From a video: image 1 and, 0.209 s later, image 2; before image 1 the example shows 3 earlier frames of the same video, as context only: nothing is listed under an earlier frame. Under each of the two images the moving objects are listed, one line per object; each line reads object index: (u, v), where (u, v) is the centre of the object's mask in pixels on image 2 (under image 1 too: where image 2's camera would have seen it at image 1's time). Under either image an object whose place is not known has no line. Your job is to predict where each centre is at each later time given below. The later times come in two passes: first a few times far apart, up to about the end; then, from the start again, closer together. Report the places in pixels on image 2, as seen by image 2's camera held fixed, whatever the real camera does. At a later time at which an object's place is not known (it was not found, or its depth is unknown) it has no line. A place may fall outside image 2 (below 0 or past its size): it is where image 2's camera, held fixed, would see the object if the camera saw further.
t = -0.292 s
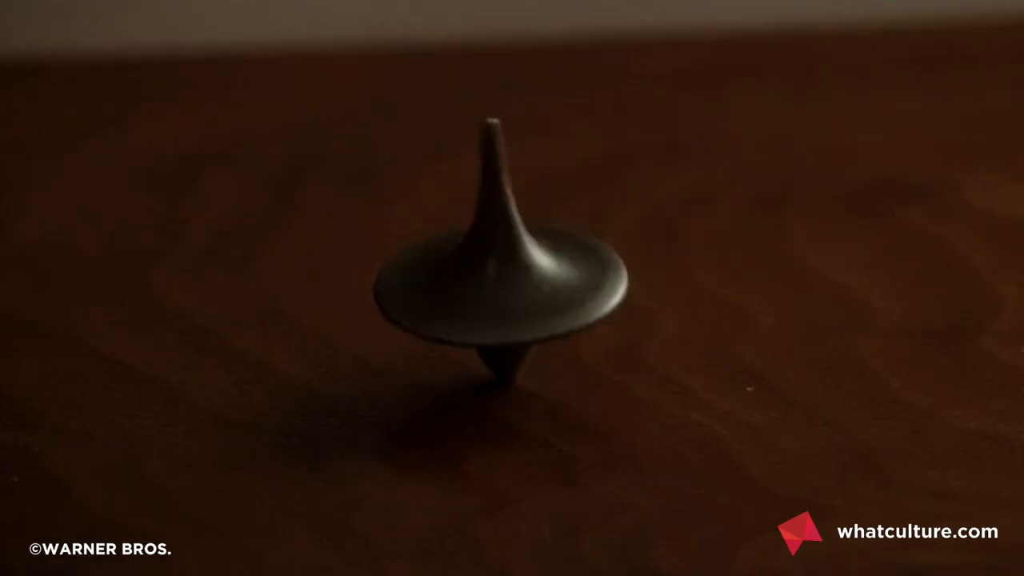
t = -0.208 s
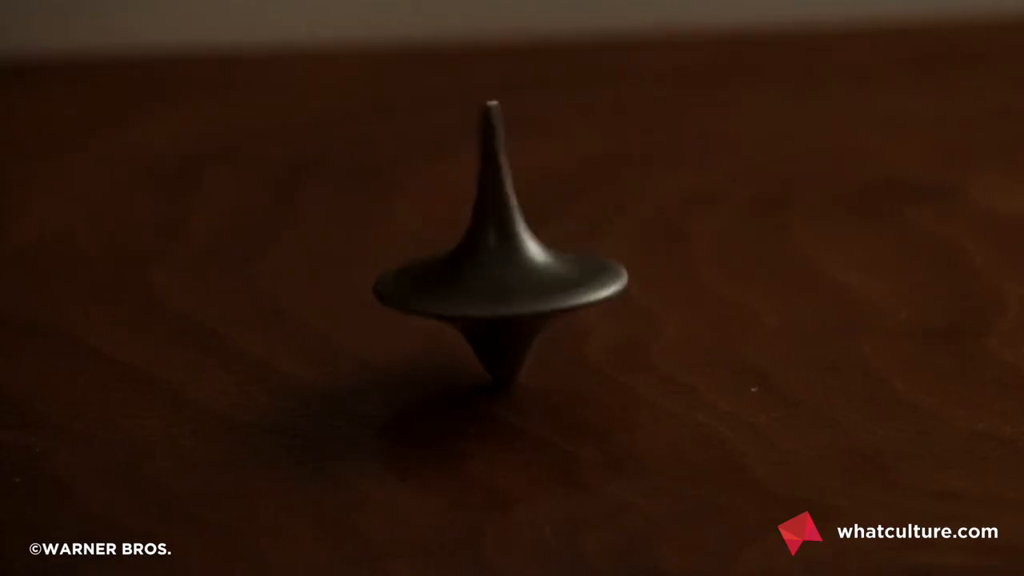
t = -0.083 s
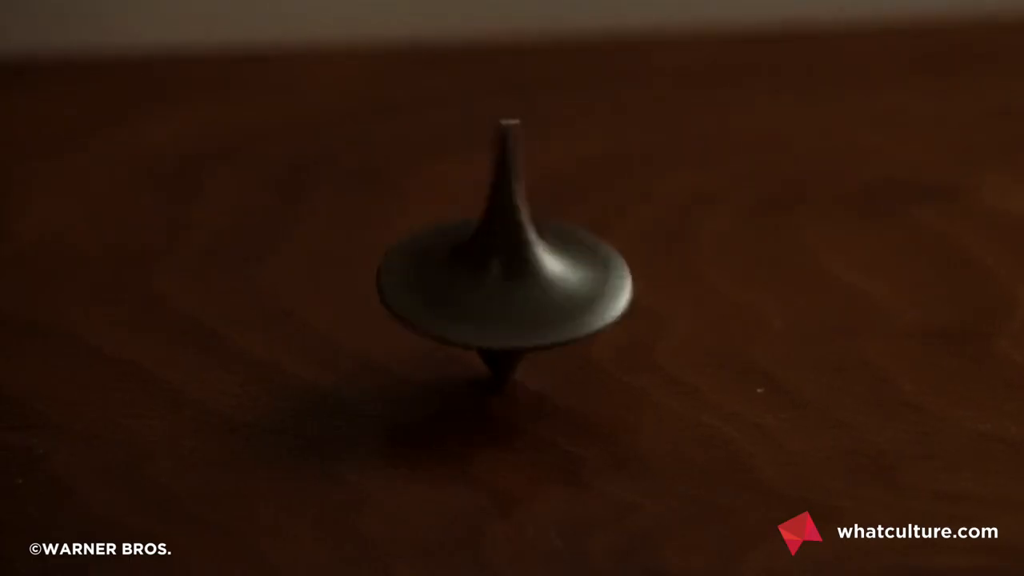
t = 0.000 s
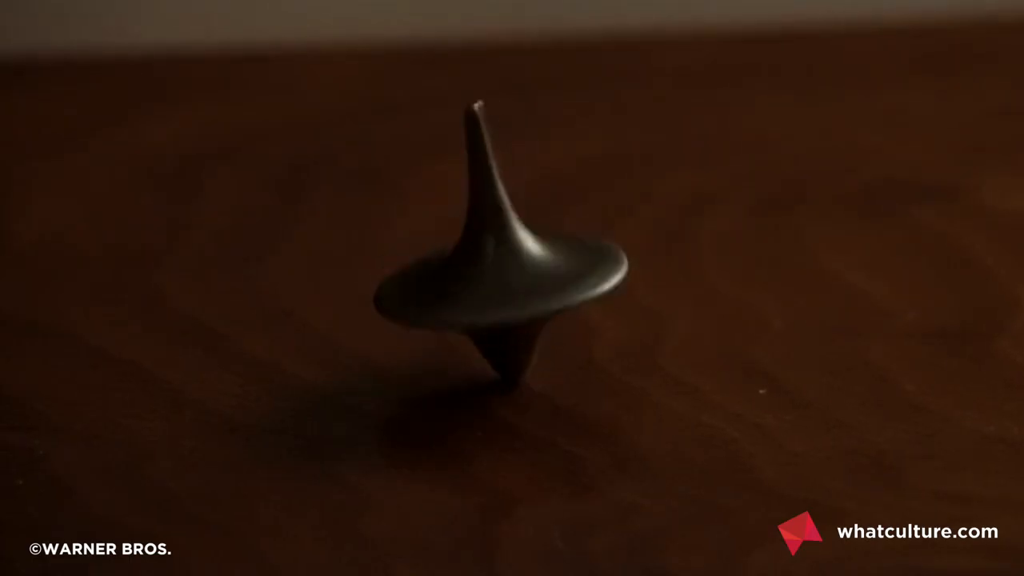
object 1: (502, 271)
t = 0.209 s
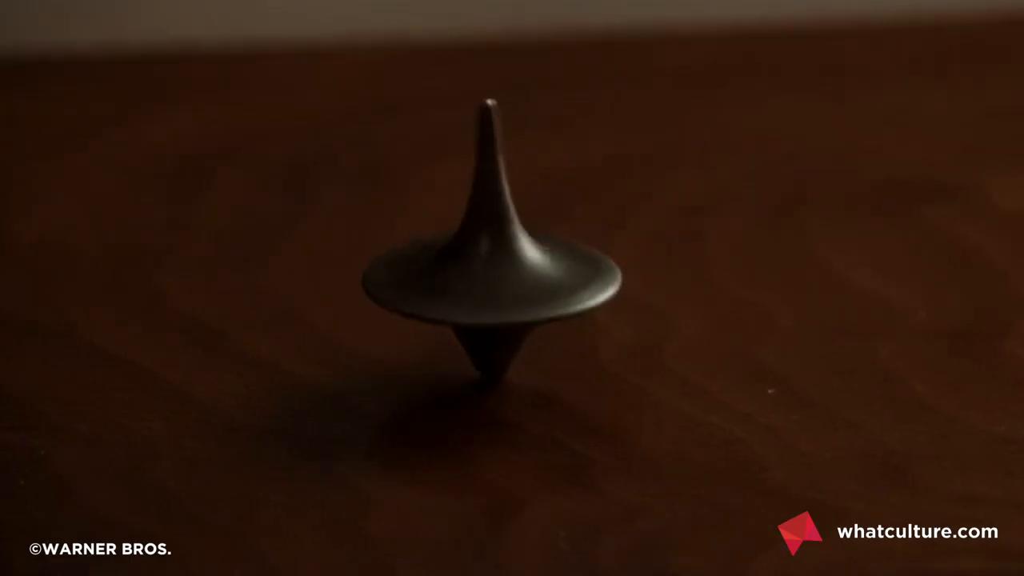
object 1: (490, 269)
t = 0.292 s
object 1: (493, 272)
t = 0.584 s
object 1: (488, 272)
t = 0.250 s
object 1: (492, 271)
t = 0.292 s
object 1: (493, 272)
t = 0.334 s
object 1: (491, 272)
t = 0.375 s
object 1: (490, 271)
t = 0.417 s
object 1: (488, 269)
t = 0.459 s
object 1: (491, 270)
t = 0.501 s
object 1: (494, 272)
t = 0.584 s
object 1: (488, 272)
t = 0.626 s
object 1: (484, 269)
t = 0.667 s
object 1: (483, 263)
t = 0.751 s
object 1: (491, 272)
